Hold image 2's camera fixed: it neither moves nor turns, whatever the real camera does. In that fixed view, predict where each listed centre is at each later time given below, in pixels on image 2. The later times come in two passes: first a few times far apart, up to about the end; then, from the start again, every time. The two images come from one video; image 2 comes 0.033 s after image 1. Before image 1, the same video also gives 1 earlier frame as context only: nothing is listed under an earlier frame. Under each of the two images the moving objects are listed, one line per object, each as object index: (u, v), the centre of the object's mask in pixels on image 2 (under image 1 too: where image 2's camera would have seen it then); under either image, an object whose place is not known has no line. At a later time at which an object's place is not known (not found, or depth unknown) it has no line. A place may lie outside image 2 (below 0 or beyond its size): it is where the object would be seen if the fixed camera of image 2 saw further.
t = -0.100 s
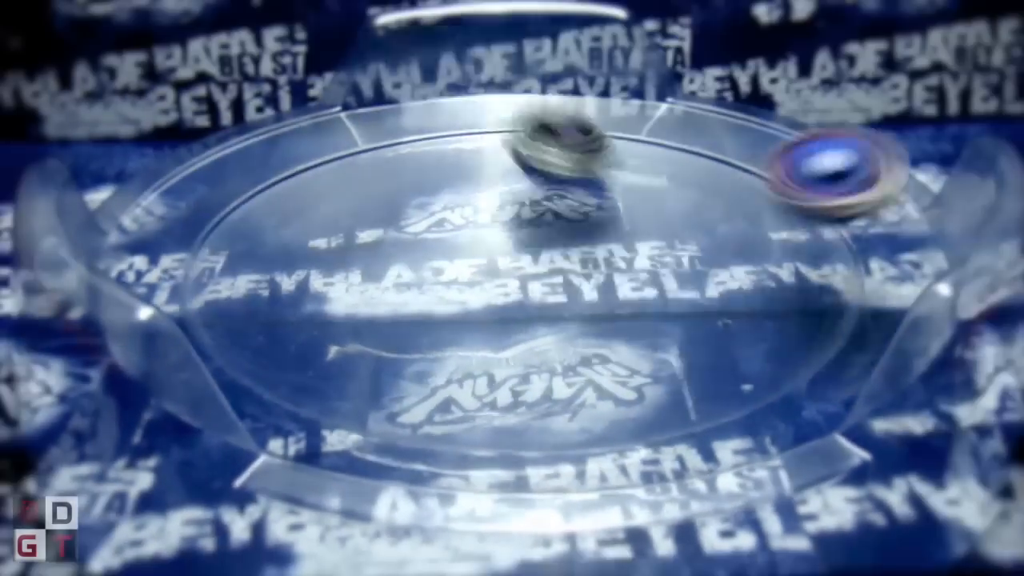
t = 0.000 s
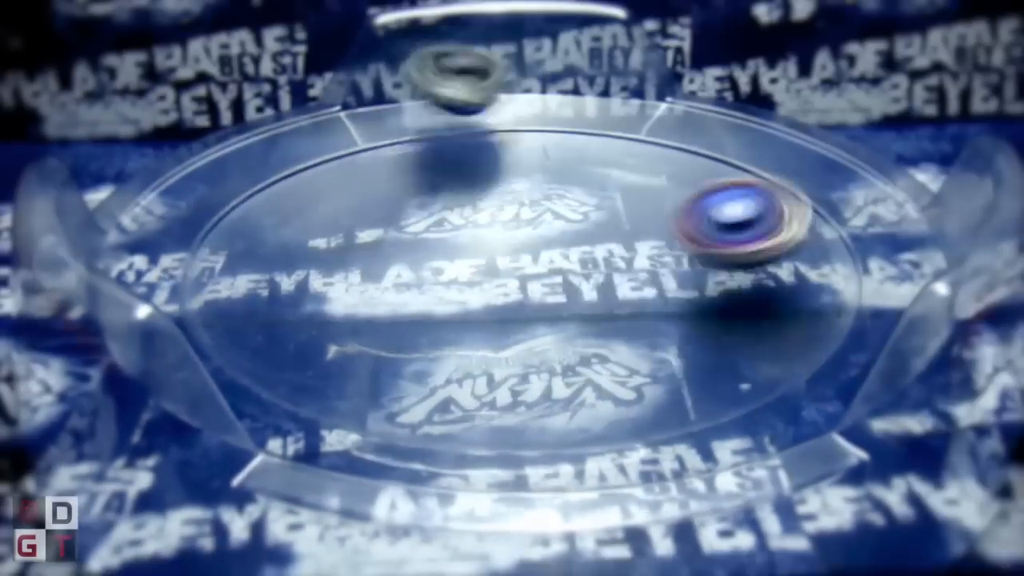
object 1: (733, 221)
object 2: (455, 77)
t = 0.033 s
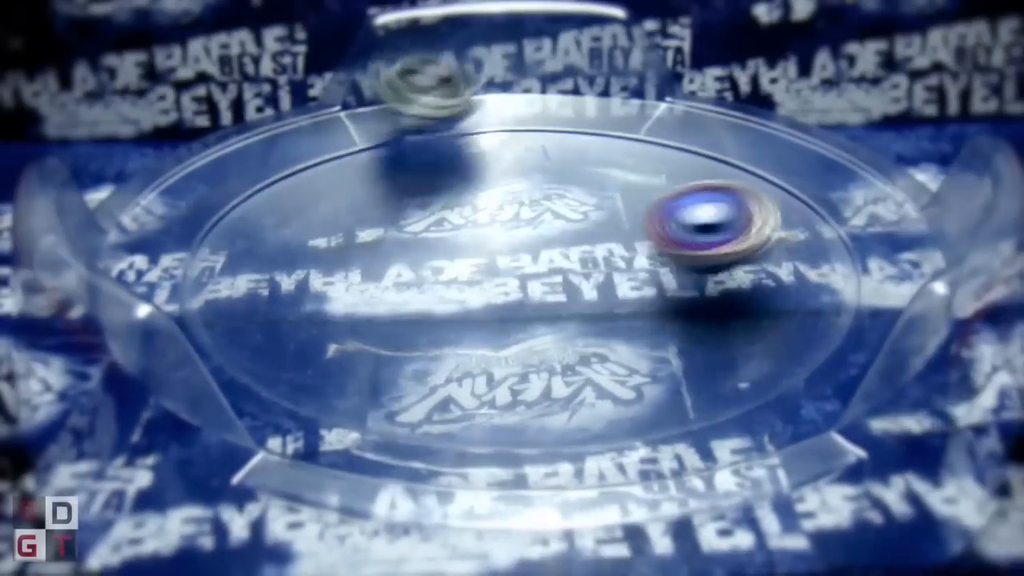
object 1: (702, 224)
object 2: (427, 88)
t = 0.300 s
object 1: (532, 252)
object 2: (259, 229)
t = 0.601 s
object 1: (654, 272)
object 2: (789, 323)
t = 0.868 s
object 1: (686, 249)
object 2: (672, 113)
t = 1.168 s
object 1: (522, 286)
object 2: (232, 198)
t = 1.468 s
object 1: (533, 314)
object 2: (732, 353)
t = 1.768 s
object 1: (443, 264)
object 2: (668, 136)
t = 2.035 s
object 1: (363, 300)
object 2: (279, 228)
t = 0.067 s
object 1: (672, 227)
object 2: (395, 95)
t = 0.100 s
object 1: (644, 230)
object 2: (362, 104)
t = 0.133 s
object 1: (617, 231)
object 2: (331, 110)
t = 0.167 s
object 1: (593, 234)
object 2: (295, 124)
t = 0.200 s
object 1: (572, 236)
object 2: (270, 143)
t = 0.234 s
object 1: (559, 240)
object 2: (253, 170)
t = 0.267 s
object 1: (545, 246)
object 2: (247, 198)
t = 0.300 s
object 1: (532, 252)
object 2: (259, 229)
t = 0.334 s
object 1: (524, 261)
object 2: (291, 262)
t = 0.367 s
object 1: (521, 269)
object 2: (337, 292)
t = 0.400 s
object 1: (527, 275)
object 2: (410, 319)
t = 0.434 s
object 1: (552, 273)
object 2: (472, 340)
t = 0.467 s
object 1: (579, 270)
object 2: (533, 352)
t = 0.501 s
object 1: (605, 267)
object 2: (608, 359)
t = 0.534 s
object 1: (623, 267)
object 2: (673, 355)
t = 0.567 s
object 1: (639, 269)
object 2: (739, 347)
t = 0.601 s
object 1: (654, 272)
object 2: (789, 323)
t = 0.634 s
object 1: (668, 272)
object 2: (816, 294)
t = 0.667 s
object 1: (681, 270)
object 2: (842, 262)
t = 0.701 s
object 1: (689, 267)
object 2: (851, 224)
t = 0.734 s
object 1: (697, 264)
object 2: (836, 199)
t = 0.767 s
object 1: (700, 260)
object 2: (804, 172)
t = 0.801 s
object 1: (700, 256)
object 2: (770, 147)
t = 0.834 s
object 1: (696, 252)
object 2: (724, 130)
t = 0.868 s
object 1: (686, 249)
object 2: (672, 113)
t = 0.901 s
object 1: (672, 249)
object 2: (611, 104)
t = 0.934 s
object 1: (656, 249)
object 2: (557, 100)
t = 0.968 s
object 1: (638, 250)
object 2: (492, 103)
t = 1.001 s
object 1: (616, 254)
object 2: (431, 106)
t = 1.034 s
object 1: (592, 259)
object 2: (378, 116)
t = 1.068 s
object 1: (572, 265)
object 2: (334, 129)
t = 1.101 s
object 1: (552, 272)
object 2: (289, 148)
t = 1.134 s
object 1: (536, 279)
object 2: (257, 172)
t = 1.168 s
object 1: (522, 286)
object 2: (232, 198)
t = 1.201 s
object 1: (511, 295)
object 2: (222, 231)
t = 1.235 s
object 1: (501, 303)
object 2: (226, 264)
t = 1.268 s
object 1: (497, 310)
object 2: (251, 299)
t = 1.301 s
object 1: (496, 318)
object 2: (291, 331)
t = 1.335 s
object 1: (503, 324)
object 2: (356, 356)
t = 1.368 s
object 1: (512, 320)
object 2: (438, 379)
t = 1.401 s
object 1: (510, 324)
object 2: (547, 389)
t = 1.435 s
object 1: (524, 324)
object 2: (647, 368)
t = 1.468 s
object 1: (533, 314)
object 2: (732, 353)
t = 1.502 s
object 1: (537, 303)
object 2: (776, 327)
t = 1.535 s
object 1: (537, 294)
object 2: (820, 297)
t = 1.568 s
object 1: (531, 286)
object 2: (837, 265)
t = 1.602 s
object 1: (524, 279)
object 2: (842, 232)
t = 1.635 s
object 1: (511, 274)
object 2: (836, 202)
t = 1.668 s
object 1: (496, 270)
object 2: (802, 178)
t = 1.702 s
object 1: (479, 266)
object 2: (767, 162)
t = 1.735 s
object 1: (461, 265)
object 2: (721, 145)
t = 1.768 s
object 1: (443, 264)
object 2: (668, 136)
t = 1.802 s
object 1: (424, 265)
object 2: (609, 135)
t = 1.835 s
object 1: (407, 266)
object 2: (551, 138)
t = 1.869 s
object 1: (391, 269)
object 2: (500, 144)
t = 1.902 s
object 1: (377, 273)
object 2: (445, 155)
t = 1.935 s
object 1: (367, 278)
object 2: (397, 171)
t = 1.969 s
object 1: (359, 285)
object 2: (348, 189)
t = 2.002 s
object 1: (358, 292)
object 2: (309, 206)
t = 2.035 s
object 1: (363, 300)
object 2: (279, 228)
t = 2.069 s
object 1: (373, 307)
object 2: (257, 253)
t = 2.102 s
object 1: (395, 315)
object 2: (246, 285)
